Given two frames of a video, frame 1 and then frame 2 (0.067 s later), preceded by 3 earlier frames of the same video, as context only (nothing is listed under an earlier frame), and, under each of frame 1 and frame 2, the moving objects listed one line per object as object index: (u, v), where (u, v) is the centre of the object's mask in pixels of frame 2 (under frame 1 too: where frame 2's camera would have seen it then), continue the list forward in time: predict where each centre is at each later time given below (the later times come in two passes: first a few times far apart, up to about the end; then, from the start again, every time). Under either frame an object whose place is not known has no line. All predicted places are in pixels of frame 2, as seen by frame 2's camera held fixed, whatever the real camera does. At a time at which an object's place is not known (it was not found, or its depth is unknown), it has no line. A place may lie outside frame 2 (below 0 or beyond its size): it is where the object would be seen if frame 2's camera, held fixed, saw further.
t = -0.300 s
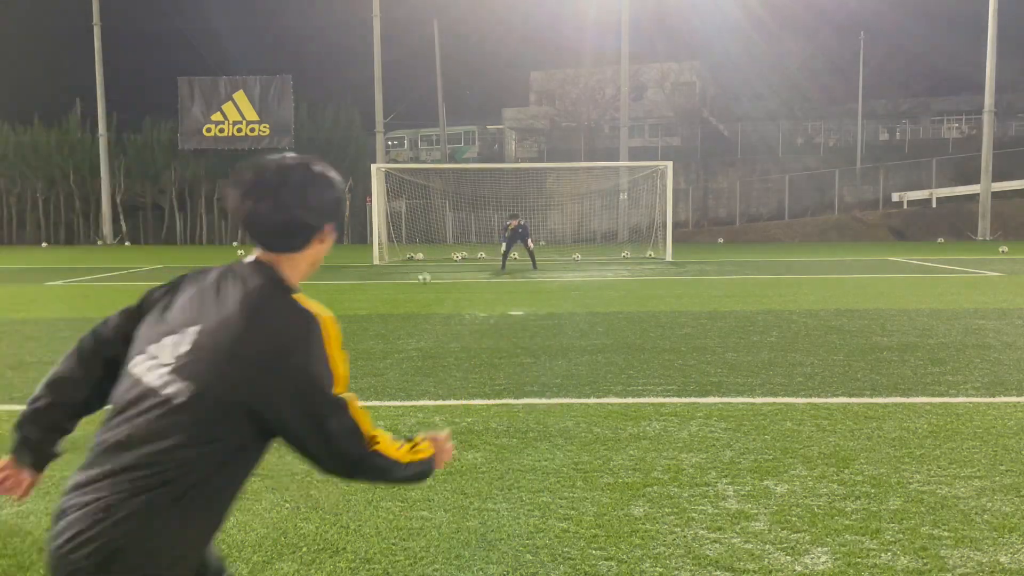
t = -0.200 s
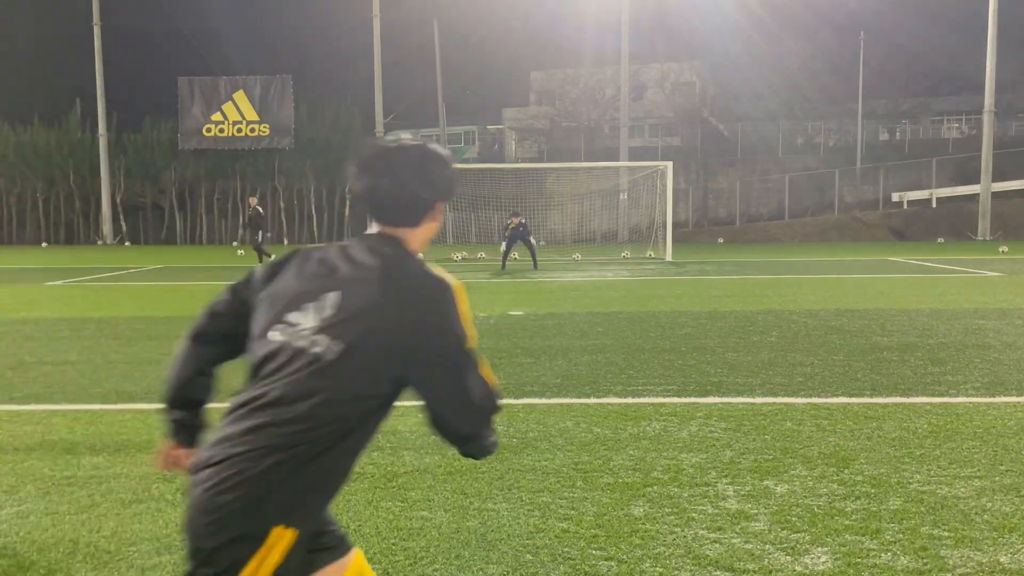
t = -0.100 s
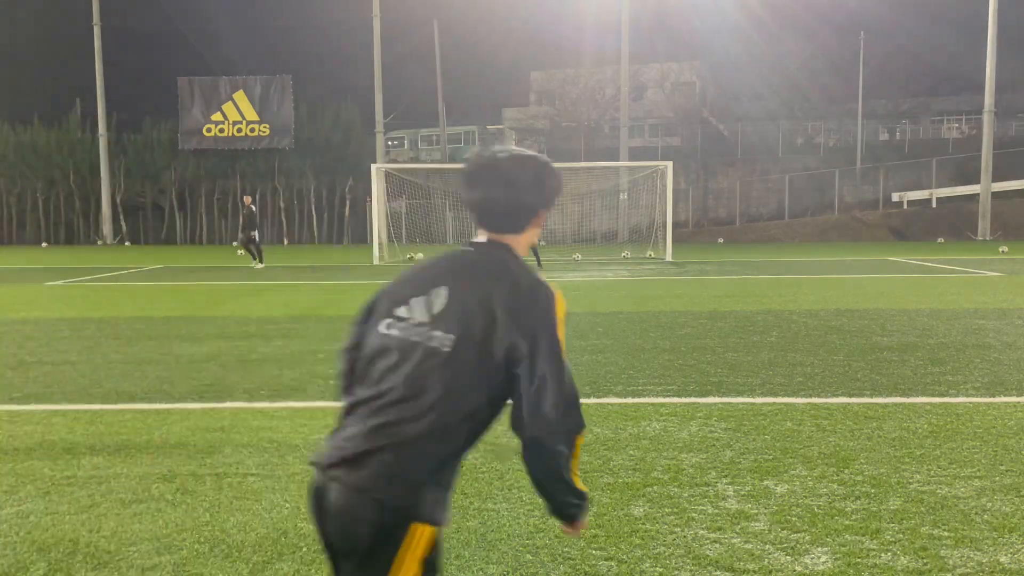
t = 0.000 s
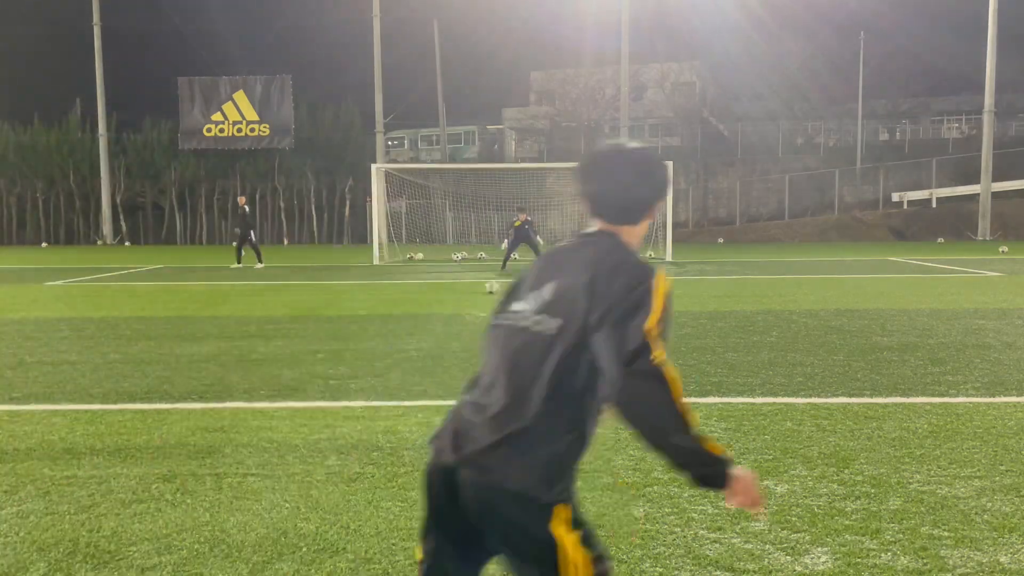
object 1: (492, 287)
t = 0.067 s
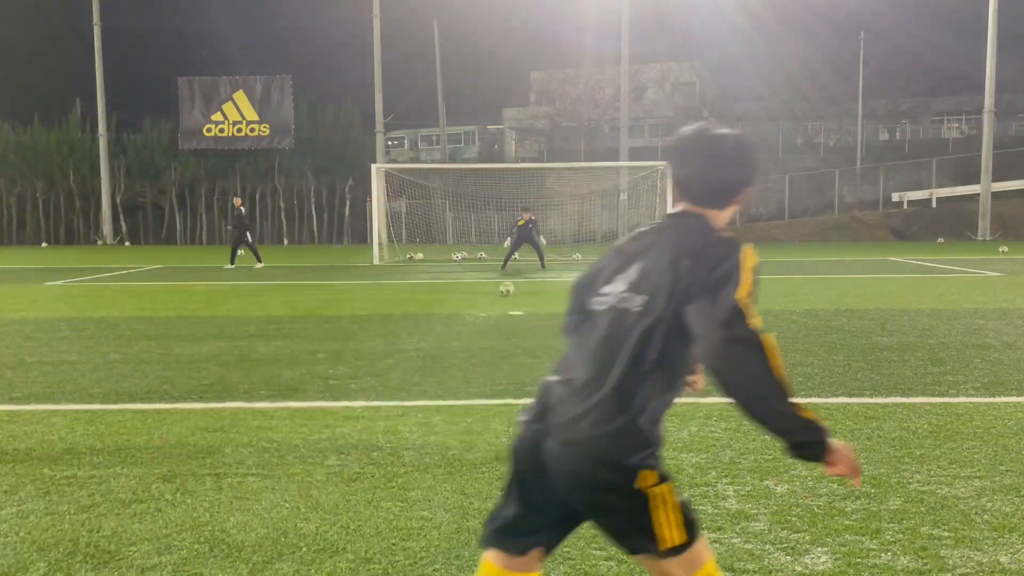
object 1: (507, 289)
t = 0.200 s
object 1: (538, 292)
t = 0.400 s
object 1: (591, 296)
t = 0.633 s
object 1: (661, 302)
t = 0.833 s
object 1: (730, 306)
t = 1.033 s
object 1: (811, 316)
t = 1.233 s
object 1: (906, 331)
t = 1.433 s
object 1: (1014, 342)
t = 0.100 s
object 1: (515, 289)
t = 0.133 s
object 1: (522, 291)
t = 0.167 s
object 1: (530, 292)
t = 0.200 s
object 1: (538, 292)
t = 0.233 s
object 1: (547, 292)
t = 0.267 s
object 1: (555, 294)
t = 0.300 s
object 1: (564, 295)
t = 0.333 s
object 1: (572, 295)
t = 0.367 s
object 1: (582, 295)
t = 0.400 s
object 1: (591, 296)
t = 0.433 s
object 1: (601, 298)
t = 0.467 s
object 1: (611, 300)
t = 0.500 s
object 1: (620, 299)
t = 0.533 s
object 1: (630, 298)
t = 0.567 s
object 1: (640, 299)
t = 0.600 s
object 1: (650, 300)
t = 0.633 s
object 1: (661, 302)
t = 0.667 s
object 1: (672, 305)
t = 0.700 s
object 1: (683, 307)
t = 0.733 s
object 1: (695, 306)
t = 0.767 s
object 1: (706, 305)
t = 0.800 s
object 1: (718, 305)
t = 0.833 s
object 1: (730, 306)
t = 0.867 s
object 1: (742, 308)
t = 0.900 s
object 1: (755, 311)
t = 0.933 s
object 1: (768, 316)
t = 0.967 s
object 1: (782, 319)
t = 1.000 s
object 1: (796, 317)
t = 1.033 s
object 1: (811, 316)
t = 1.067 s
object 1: (825, 317)
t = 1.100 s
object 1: (840, 318)
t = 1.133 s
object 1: (856, 320)
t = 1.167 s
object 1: (873, 325)
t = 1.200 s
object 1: (889, 330)
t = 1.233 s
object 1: (906, 331)
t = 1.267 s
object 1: (924, 329)
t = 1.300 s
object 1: (941, 330)
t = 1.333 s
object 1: (960, 331)
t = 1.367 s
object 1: (979, 333)
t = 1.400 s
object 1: (999, 336)
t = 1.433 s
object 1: (1014, 342)
